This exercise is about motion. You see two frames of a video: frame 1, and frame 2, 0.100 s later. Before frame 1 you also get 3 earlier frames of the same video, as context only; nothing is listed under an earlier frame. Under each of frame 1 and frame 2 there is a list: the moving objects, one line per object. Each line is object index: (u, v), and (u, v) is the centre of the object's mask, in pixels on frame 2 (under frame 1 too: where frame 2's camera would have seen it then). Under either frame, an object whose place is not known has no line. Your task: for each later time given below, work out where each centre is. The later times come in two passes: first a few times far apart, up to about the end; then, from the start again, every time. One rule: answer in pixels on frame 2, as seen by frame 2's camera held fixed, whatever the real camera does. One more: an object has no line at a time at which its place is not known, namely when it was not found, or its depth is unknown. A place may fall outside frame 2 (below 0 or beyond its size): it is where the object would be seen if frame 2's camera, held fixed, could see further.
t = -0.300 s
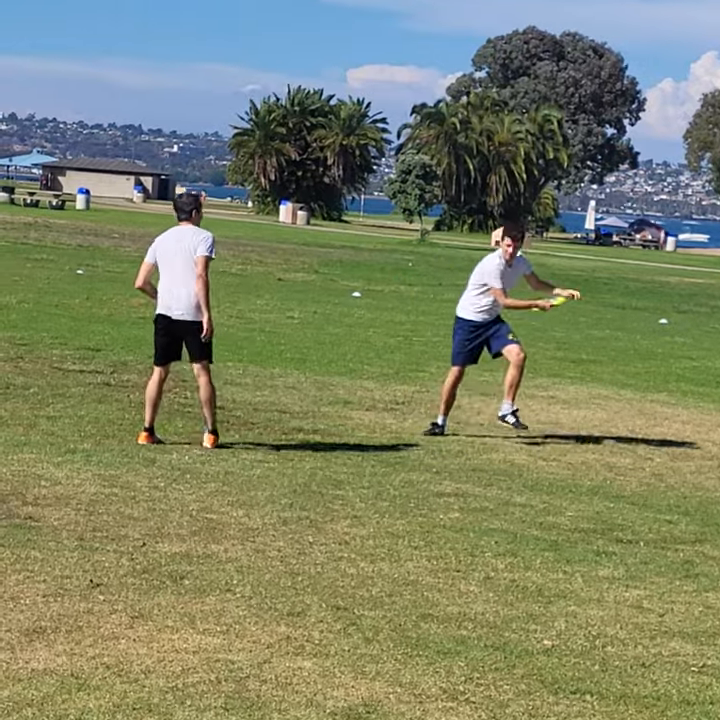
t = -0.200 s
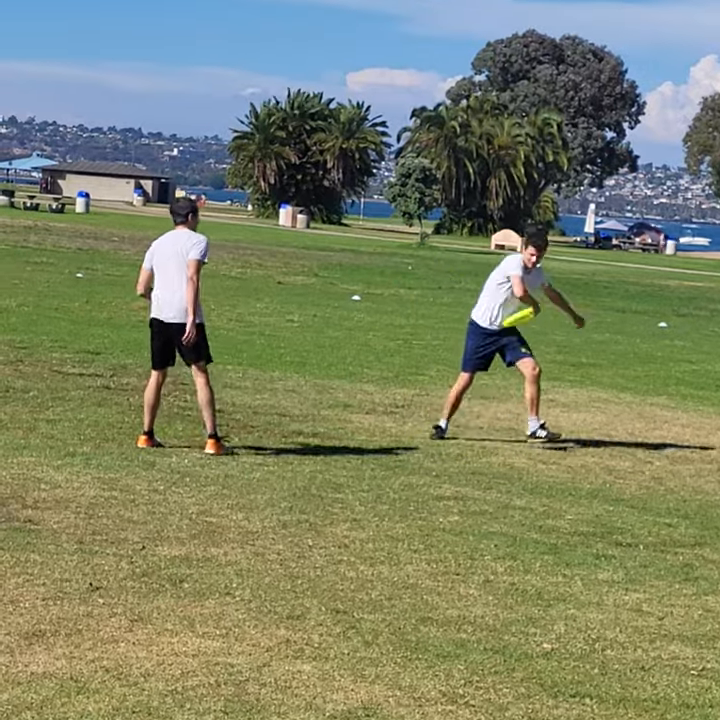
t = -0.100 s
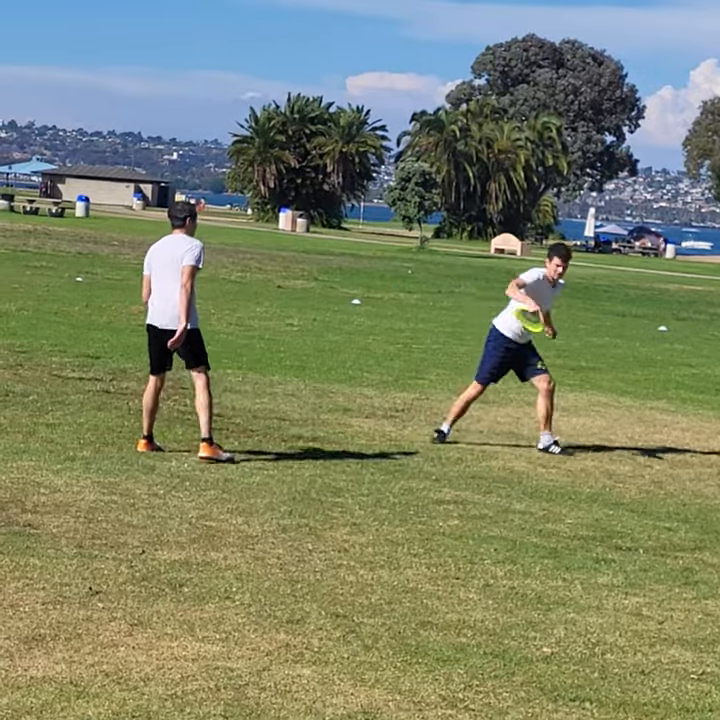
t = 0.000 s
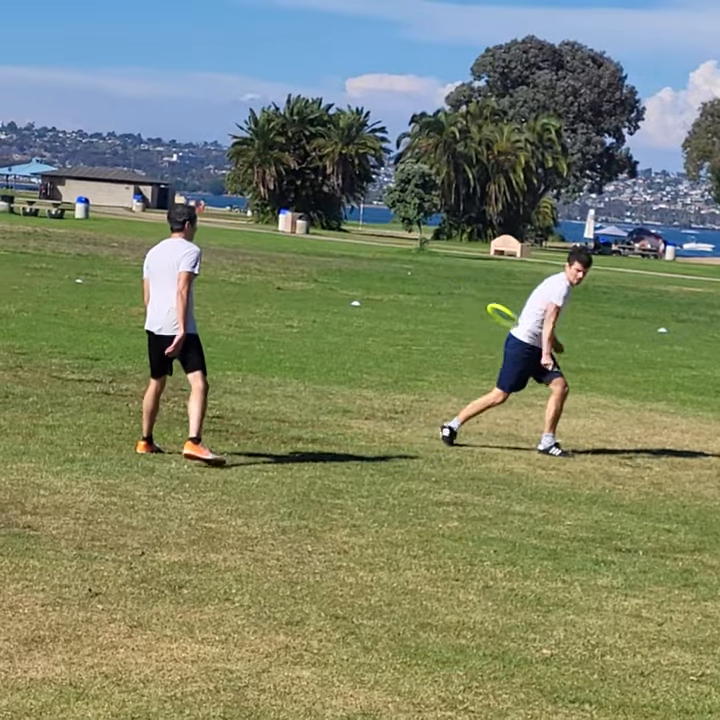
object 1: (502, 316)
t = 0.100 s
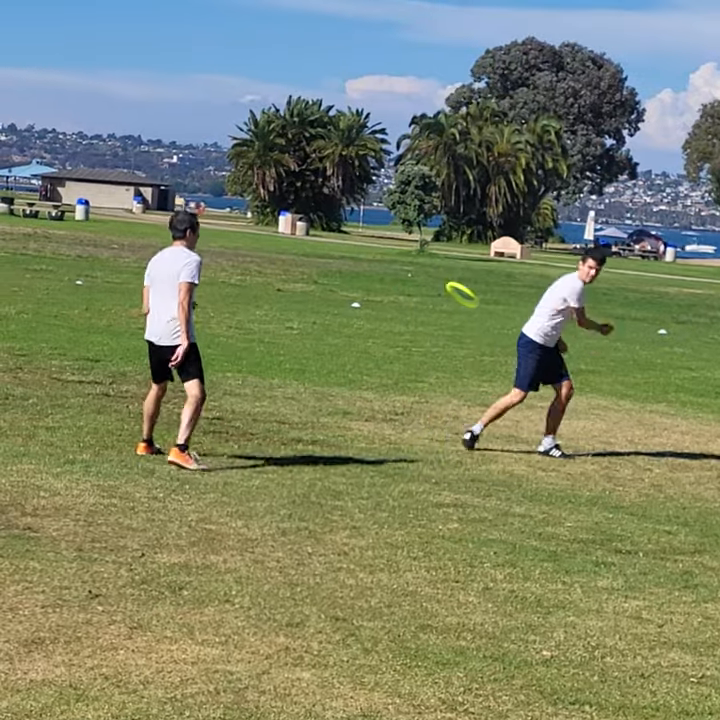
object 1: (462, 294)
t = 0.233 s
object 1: (424, 255)
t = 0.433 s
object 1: (395, 195)
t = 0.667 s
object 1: (390, 153)
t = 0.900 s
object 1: (409, 153)
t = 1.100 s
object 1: (449, 183)
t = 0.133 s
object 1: (450, 285)
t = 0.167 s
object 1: (441, 275)
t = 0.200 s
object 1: (432, 265)
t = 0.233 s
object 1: (424, 255)
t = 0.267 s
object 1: (417, 244)
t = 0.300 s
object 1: (411, 235)
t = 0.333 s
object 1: (405, 224)
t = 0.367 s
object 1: (401, 215)
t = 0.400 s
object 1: (398, 205)
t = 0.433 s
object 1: (395, 195)
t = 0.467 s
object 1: (393, 187)
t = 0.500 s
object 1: (392, 179)
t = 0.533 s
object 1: (390, 172)
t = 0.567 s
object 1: (389, 166)
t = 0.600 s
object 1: (389, 161)
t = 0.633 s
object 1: (389, 157)
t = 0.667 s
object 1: (390, 153)
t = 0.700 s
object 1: (390, 150)
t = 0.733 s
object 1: (392, 148)
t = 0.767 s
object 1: (395, 148)
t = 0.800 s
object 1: (398, 148)
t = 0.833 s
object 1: (400, 148)
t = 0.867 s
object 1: (404, 150)
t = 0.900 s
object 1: (409, 153)
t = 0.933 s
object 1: (414, 155)
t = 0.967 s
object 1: (420, 159)
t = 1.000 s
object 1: (426, 164)
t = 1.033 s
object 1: (433, 170)
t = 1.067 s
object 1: (440, 176)
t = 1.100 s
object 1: (449, 183)
